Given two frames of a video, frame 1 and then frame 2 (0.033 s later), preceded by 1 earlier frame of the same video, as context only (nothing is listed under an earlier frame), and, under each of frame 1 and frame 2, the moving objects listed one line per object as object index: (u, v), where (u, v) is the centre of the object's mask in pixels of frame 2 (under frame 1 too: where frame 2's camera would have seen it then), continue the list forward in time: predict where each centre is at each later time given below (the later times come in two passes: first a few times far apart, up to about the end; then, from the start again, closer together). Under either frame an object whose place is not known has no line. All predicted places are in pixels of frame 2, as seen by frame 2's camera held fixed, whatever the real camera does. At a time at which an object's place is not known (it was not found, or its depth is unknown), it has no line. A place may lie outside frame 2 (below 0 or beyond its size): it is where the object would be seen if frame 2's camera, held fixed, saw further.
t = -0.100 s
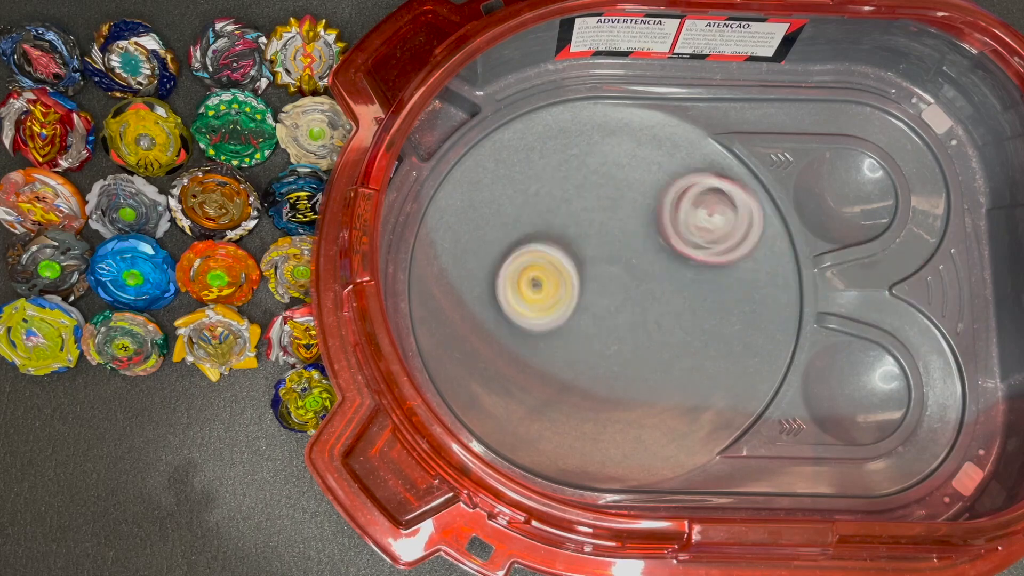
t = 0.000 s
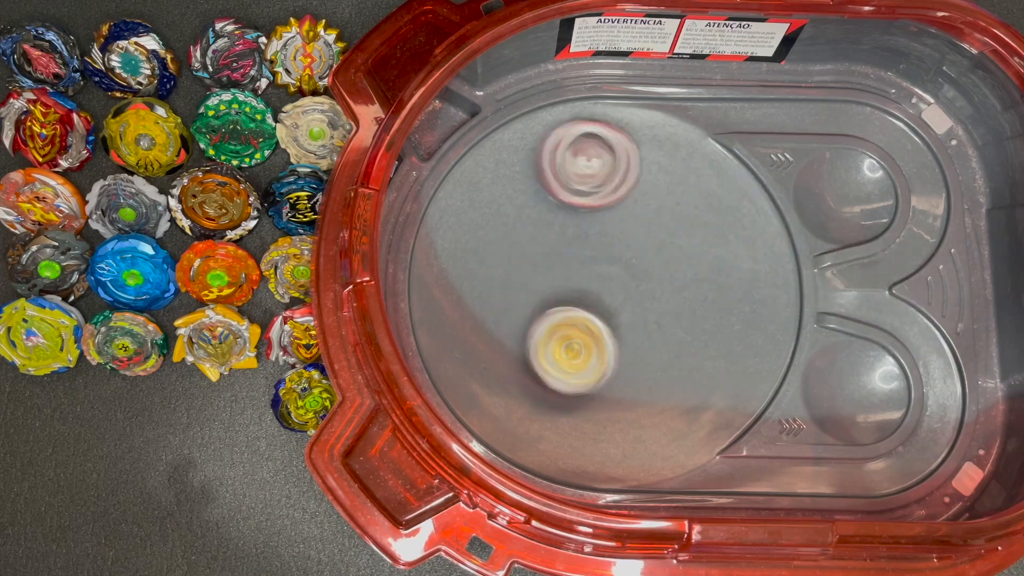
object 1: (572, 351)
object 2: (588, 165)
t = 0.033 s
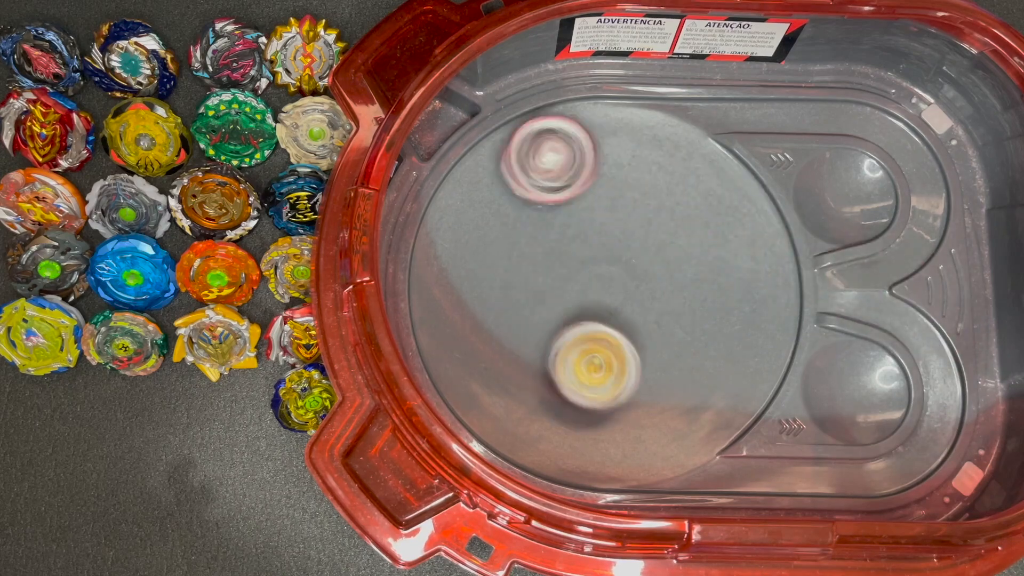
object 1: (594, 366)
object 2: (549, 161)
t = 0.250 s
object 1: (735, 315)
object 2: (441, 320)
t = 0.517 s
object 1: (630, 152)
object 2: (748, 405)
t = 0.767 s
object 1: (494, 289)
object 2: (685, 113)
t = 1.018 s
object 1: (674, 373)
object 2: (435, 225)
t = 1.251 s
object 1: (716, 196)
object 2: (599, 455)
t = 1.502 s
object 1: (534, 180)
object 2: (793, 238)
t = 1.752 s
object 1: (575, 365)
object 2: (533, 117)
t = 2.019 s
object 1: (745, 282)
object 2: (475, 385)
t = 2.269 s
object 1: (625, 158)
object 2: (766, 398)
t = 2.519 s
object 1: (529, 294)
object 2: (689, 115)
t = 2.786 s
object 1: (690, 332)
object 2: (442, 218)
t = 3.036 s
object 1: (677, 191)
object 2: (574, 434)
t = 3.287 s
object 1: (553, 234)
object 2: (803, 300)
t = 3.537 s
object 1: (622, 330)
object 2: (631, 103)
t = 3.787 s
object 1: (677, 253)
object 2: (439, 250)
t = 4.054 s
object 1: (600, 236)
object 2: (613, 439)
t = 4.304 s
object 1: (607, 276)
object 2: (801, 282)
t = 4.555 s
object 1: (623, 266)
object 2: (628, 103)
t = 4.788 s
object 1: (624, 256)
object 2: (449, 222)
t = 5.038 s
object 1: (623, 250)
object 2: (562, 424)
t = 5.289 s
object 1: (621, 249)
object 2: (781, 337)
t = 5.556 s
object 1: (626, 252)
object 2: (684, 118)
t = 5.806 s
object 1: (627, 250)
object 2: (477, 189)
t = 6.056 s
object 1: (624, 248)
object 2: (531, 396)
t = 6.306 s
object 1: (621, 250)
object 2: (753, 371)
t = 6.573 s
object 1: (619, 256)
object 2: (737, 150)
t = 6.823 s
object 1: (619, 260)
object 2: (527, 138)
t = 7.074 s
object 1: (621, 264)
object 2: (487, 342)
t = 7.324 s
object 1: (624, 265)
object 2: (695, 410)
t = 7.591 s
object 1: (622, 263)
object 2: (780, 211)
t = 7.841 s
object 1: (622, 264)
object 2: (601, 112)
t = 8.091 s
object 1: (622, 264)
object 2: (467, 259)
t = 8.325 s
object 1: (622, 264)
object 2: (582, 414)
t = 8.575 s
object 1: (623, 264)
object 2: (768, 336)
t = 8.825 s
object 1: (622, 264)
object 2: (726, 147)
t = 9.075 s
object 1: (622, 264)
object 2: (536, 137)
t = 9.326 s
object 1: (623, 264)
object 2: (484, 318)
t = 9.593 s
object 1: (622, 264)
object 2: (672, 411)
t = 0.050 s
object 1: (606, 372)
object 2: (533, 161)
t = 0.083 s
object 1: (632, 378)
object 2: (500, 170)
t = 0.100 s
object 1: (645, 377)
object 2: (487, 177)
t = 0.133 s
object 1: (671, 372)
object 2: (461, 199)
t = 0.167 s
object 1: (695, 362)
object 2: (444, 225)
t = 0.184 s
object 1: (705, 354)
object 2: (438, 243)
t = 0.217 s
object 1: (723, 337)
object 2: (434, 279)
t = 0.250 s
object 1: (735, 315)
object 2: (441, 320)
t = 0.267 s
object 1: (740, 302)
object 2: (447, 338)
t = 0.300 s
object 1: (745, 276)
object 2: (472, 375)
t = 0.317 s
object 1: (744, 262)
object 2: (487, 390)
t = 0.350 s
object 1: (740, 235)
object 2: (524, 417)
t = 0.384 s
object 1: (728, 210)
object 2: (569, 437)
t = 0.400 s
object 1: (721, 199)
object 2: (591, 441)
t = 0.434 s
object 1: (700, 178)
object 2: (640, 444)
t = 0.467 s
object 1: (674, 163)
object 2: (685, 435)
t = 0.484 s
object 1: (660, 157)
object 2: (708, 426)
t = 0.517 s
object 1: (630, 152)
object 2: (748, 405)
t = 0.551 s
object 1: (600, 153)
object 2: (783, 374)
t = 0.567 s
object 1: (585, 156)
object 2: (793, 353)
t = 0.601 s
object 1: (556, 168)
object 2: (798, 307)
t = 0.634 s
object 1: (531, 185)
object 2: (800, 260)
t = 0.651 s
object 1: (520, 195)
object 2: (793, 237)
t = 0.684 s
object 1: (503, 219)
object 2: (773, 192)
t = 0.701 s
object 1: (498, 232)
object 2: (760, 175)
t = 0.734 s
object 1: (491, 260)
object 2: (723, 143)
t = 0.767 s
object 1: (494, 289)
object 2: (685, 113)
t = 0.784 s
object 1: (498, 303)
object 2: (667, 102)
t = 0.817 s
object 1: (511, 329)
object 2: (628, 96)
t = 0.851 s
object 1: (531, 353)
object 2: (584, 101)
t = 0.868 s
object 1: (544, 363)
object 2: (562, 104)
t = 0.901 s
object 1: (570, 378)
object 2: (525, 118)
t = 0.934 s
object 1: (600, 387)
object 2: (491, 139)
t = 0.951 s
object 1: (615, 389)
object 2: (477, 154)
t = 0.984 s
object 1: (645, 384)
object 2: (451, 187)
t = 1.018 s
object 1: (674, 373)
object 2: (435, 225)
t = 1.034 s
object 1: (687, 364)
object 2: (432, 245)
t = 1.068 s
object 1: (709, 343)
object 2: (430, 288)
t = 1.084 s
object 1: (718, 330)
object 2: (433, 309)
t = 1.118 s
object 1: (731, 304)
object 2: (449, 351)
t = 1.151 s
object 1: (736, 275)
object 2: (475, 389)
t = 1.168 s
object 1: (737, 262)
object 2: (493, 406)
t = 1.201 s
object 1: (733, 233)
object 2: (530, 433)
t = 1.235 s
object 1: (724, 208)
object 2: (574, 450)
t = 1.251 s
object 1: (716, 196)
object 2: (599, 455)
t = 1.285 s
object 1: (699, 175)
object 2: (646, 458)
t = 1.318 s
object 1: (676, 158)
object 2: (693, 449)
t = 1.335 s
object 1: (664, 151)
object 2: (717, 443)
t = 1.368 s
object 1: (636, 143)
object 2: (752, 415)
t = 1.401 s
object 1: (607, 143)
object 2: (775, 373)
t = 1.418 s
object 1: (592, 144)
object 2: (786, 352)
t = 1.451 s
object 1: (565, 153)
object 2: (802, 308)
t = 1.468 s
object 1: (553, 162)
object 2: (800, 284)
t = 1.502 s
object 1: (534, 180)
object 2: (793, 238)
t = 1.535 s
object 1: (517, 204)
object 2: (773, 198)
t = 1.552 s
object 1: (511, 217)
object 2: (760, 179)
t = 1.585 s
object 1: (504, 245)
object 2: (731, 144)
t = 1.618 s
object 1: (505, 274)
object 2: (693, 116)
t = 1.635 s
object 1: (508, 289)
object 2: (674, 106)
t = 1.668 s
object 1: (521, 317)
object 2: (636, 96)
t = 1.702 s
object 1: (540, 340)
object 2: (594, 101)
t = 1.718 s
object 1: (550, 348)
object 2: (571, 105)
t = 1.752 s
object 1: (575, 365)
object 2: (533, 117)
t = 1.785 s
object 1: (604, 375)
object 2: (498, 136)
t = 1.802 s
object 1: (619, 376)
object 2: (481, 150)
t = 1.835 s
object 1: (647, 374)
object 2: (455, 180)
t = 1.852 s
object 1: (661, 371)
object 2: (446, 196)
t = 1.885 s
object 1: (686, 362)
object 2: (432, 233)
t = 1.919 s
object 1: (709, 347)
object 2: (428, 272)
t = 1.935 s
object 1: (719, 338)
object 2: (430, 290)
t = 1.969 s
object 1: (734, 317)
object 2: (440, 330)
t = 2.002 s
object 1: (743, 294)
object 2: (461, 368)
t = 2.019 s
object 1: (745, 282)
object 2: (475, 385)
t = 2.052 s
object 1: (746, 255)
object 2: (506, 413)
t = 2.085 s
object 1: (739, 231)
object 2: (541, 435)
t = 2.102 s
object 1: (734, 220)
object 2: (562, 443)
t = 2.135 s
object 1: (720, 198)
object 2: (603, 453)
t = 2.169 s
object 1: (699, 180)
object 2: (648, 452)
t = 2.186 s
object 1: (688, 173)
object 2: (669, 450)
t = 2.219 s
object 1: (665, 163)
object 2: (712, 434)
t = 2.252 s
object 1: (639, 158)
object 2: (750, 413)
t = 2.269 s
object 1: (625, 158)
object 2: (766, 398)
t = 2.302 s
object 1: (600, 163)
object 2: (785, 360)
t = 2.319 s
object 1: (588, 168)
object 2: (790, 337)
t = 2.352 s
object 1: (565, 181)
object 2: (799, 293)
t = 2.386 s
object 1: (548, 200)
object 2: (798, 251)
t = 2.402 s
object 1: (541, 210)
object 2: (788, 230)
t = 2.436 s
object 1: (530, 232)
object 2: (767, 190)
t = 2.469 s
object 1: (526, 257)
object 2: (741, 154)
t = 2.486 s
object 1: (525, 269)
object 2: (723, 142)
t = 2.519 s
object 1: (529, 294)
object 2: (689, 115)
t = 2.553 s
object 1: (541, 318)
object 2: (652, 100)
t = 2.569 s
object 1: (548, 328)
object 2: (634, 95)
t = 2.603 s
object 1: (567, 344)
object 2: (596, 100)
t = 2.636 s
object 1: (589, 355)
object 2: (559, 110)
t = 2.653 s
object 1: (601, 359)
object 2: (541, 116)
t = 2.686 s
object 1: (625, 360)
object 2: (509, 133)
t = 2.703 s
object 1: (637, 359)
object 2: (494, 144)
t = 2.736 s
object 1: (661, 351)
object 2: (469, 169)
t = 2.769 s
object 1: (681, 339)
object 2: (448, 201)
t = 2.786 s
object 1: (690, 332)
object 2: (442, 218)
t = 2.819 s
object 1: (703, 314)
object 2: (433, 254)
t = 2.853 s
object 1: (712, 295)
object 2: (435, 290)
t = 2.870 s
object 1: (715, 284)
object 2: (438, 308)
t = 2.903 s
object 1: (717, 261)
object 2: (452, 342)
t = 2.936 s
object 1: (714, 240)
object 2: (473, 372)
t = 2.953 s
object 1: (710, 231)
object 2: (486, 386)
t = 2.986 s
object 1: (700, 214)
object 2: (517, 410)
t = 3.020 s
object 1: (685, 198)
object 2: (553, 429)
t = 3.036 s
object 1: (677, 191)
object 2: (574, 434)
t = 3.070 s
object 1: (658, 183)
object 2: (613, 439)
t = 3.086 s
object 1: (648, 180)
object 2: (634, 437)
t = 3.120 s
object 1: (627, 178)
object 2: (674, 429)
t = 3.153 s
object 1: (607, 181)
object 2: (711, 415)
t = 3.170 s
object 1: (598, 184)
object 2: (729, 404)
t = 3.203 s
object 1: (581, 193)
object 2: (759, 380)
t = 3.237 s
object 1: (567, 207)
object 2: (781, 351)
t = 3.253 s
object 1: (560, 215)
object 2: (791, 334)
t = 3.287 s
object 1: (553, 234)
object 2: (803, 300)
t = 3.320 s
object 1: (549, 251)
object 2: (798, 262)
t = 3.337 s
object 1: (550, 263)
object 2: (796, 243)
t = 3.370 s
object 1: (556, 280)
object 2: (781, 208)
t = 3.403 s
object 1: (565, 298)
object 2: (759, 175)
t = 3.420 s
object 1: (572, 304)
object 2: (747, 160)
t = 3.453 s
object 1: (583, 318)
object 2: (717, 136)
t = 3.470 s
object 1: (592, 322)
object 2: (702, 127)
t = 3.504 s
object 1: (606, 329)
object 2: (667, 111)
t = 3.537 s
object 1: (622, 330)
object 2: (631, 103)
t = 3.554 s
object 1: (631, 329)
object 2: (613, 102)
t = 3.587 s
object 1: (647, 326)
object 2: (575, 106)
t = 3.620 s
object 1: (662, 319)
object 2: (541, 114)
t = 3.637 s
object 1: (667, 313)
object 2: (526, 122)
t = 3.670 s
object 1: (677, 302)
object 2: (495, 143)
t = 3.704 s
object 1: (680, 288)
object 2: (472, 168)
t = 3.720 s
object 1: (682, 281)
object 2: (462, 184)
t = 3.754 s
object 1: (681, 267)
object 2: (447, 215)
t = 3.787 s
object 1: (677, 253)
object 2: (439, 250)
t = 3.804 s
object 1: (673, 247)
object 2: (439, 267)
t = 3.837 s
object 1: (666, 235)
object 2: (442, 300)
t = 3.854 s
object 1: (660, 231)
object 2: (448, 318)
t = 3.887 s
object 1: (648, 222)
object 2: (462, 349)
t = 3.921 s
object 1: (635, 219)
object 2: (483, 376)
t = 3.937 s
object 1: (630, 219)
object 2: (496, 389)
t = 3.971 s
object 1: (619, 221)
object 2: (524, 411)
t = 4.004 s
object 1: (611, 227)
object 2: (558, 426)
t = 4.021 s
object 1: (606, 230)
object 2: (576, 432)
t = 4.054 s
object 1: (600, 236)
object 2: (613, 439)
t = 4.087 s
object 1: (595, 244)
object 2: (651, 436)
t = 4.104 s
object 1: (595, 249)
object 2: (669, 434)
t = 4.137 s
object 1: (594, 259)
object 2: (705, 423)
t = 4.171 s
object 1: (596, 265)
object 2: (736, 404)
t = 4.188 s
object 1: (597, 267)
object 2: (751, 393)
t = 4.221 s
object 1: (601, 270)
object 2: (775, 366)
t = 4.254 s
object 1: (602, 273)
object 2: (792, 335)
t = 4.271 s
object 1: (604, 274)
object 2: (800, 318)
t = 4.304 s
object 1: (607, 276)
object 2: (801, 282)
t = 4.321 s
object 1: (610, 275)
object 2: (798, 262)
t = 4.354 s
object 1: (613, 277)
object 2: (790, 227)
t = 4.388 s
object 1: (615, 276)
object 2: (775, 194)
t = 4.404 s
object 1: (616, 275)
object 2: (764, 179)
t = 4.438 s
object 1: (618, 272)
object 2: (739, 153)
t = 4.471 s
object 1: (622, 271)
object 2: (711, 130)
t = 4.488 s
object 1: (621, 269)
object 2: (695, 122)
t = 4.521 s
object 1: (623, 268)
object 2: (663, 109)
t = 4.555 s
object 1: (623, 266)
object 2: (628, 103)
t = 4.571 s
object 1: (625, 265)
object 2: (611, 103)
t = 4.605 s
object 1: (625, 265)
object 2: (577, 107)
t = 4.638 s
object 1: (625, 264)
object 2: (546, 116)
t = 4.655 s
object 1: (625, 263)
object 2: (531, 123)
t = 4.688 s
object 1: (623, 260)
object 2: (503, 142)
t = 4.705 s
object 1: (624, 260)
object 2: (492, 151)
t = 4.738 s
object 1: (623, 261)
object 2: (472, 176)
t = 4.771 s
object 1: (624, 258)
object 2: (456, 205)
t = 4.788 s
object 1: (624, 256)
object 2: (449, 222)
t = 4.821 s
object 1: (623, 253)
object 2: (444, 253)
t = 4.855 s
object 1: (624, 253)
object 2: (445, 286)
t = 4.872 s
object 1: (623, 253)
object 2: (447, 302)
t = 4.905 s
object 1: (625, 251)
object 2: (459, 333)
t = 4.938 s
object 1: (625, 252)
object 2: (476, 362)
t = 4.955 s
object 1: (624, 251)
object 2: (486, 375)
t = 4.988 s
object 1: (624, 251)
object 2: (513, 398)
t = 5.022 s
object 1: (623, 251)
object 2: (545, 416)
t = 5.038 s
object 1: (623, 250)
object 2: (562, 424)
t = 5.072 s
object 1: (622, 251)
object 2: (596, 433)
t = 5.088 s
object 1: (621, 251)
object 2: (614, 433)
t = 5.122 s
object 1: (622, 249)
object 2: (649, 431)
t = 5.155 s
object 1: (621, 249)
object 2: (683, 424)
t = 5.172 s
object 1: (620, 250)
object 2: (699, 417)
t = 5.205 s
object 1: (621, 249)
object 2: (729, 400)
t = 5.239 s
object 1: (621, 249)
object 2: (754, 377)
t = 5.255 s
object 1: (620, 249)
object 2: (764, 366)
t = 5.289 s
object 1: (621, 249)
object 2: (781, 337)
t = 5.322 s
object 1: (620, 250)
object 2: (793, 305)
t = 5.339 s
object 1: (619, 249)
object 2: (797, 290)
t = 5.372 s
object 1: (621, 249)
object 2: (800, 256)
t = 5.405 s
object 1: (621, 250)
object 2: (786, 224)
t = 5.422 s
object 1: (621, 249)
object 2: (779, 206)
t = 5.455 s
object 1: (622, 249)
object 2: (763, 177)
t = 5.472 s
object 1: (623, 249)
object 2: (751, 164)
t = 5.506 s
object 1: (624, 250)
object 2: (725, 143)
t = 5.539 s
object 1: (626, 251)
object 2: (698, 125)
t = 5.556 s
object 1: (626, 252)
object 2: (684, 118)
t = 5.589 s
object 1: (625, 252)
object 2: (651, 110)
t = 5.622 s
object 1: (627, 251)
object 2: (618, 107)
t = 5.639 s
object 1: (627, 251)
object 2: (602, 107)
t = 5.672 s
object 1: (627, 251)
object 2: (571, 114)
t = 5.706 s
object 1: (627, 250)
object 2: (543, 125)
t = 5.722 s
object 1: (628, 250)
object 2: (529, 134)
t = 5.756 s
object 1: (628, 251)
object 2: (505, 152)
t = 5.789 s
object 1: (626, 250)
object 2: (485, 175)
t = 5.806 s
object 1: (627, 250)
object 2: (477, 189)
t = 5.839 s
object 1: (626, 250)
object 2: (465, 218)
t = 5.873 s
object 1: (625, 249)
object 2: (459, 250)
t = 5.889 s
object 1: (625, 248)
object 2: (457, 264)
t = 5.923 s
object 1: (626, 248)
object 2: (461, 295)
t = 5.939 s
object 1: (626, 247)
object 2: (464, 310)
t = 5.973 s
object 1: (625, 249)
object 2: (476, 339)
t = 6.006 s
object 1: (624, 247)
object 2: (494, 364)
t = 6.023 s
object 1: (624, 248)
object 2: (506, 376)
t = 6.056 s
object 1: (624, 248)
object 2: (531, 396)
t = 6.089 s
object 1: (622, 248)
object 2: (561, 413)
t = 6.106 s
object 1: (622, 247)
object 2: (576, 418)
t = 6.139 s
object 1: (623, 248)
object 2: (608, 425)
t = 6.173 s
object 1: (622, 248)
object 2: (641, 426)
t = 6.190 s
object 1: (621, 248)
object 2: (657, 425)
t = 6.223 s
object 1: (621, 251)
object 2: (689, 417)
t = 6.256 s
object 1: (621, 251)
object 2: (718, 403)
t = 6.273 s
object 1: (621, 249)
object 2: (731, 392)
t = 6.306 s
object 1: (621, 250)
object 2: (753, 371)
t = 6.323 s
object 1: (620, 251)
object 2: (763, 360)
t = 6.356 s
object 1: (619, 249)
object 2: (778, 334)
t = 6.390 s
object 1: (621, 250)
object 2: (789, 305)
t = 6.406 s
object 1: (621, 250)
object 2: (792, 289)
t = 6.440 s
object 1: (622, 252)
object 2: (794, 258)
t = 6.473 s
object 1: (621, 253)
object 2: (790, 227)
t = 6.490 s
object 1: (621, 253)
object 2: (784, 212)
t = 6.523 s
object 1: (620, 254)
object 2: (768, 186)
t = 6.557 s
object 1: (619, 255)
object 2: (747, 161)
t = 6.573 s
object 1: (619, 256)
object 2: (737, 150)
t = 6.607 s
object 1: (618, 256)
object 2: (713, 131)
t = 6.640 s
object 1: (618, 255)
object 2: (686, 117)
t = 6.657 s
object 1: (618, 255)
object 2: (670, 113)
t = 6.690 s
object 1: (620, 257)
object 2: (641, 108)
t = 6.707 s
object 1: (620, 258)
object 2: (627, 107)
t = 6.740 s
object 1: (620, 259)
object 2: (596, 110)
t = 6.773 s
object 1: (619, 260)
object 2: (567, 118)
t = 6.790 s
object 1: (619, 260)
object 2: (552, 123)
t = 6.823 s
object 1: (619, 260)
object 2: (527, 138)
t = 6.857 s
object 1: (619, 261)
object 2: (504, 158)
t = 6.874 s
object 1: (619, 262)
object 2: (496, 169)
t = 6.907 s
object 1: (618, 262)
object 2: (479, 195)
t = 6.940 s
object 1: (618, 262)
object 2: (468, 223)
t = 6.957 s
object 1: (618, 263)
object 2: (464, 238)
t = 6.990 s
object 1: (619, 263)
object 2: (463, 269)
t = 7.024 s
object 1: (619, 264)
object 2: (467, 299)
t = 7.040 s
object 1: (619, 264)
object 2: (473, 314)
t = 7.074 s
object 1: (621, 264)
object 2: (487, 342)
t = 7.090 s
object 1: (623, 264)
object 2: (494, 355)
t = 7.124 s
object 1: (623, 265)
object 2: (516, 378)
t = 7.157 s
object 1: (623, 266)
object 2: (541, 397)
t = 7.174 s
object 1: (623, 266)
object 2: (556, 405)
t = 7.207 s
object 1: (624, 266)
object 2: (586, 417)
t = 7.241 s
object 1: (624, 266)
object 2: (618, 422)
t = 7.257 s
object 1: (625, 266)
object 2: (633, 422)
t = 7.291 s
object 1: (624, 266)
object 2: (665, 419)
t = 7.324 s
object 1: (624, 265)
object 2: (695, 410)
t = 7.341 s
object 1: (623, 265)
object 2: (709, 402)
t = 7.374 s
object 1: (624, 265)
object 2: (734, 386)
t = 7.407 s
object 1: (624, 265)
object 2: (755, 364)
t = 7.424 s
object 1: (623, 264)
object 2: (764, 352)
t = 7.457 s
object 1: (623, 263)
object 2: (778, 326)
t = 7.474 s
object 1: (623, 264)
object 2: (783, 311)
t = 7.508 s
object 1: (622, 264)
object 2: (789, 282)
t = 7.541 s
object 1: (622, 263)
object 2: (789, 253)
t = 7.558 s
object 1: (623, 263)
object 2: (787, 239)
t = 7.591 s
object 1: (622, 263)
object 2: (780, 211)
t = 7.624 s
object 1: (622, 263)
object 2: (767, 185)
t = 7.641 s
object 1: (622, 263)
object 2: (758, 172)
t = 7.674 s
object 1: (623, 264)
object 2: (738, 151)
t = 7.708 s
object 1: (623, 264)
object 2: (713, 134)
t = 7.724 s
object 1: (622, 264)
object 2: (702, 127)
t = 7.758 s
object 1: (622, 264)
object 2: (675, 116)
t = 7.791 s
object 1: (622, 264)
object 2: (646, 111)
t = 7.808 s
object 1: (622, 264)
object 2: (631, 111)
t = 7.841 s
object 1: (622, 264)
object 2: (601, 112)
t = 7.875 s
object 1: (622, 264)
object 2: (573, 119)
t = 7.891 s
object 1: (622, 264)
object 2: (559, 123)
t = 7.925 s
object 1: (622, 264)
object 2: (534, 137)
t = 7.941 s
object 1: (622, 264)
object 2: (524, 146)
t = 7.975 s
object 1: (622, 264)
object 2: (504, 166)
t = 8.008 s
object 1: (622, 264)
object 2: (487, 189)
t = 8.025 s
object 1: (622, 264)
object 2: (480, 202)
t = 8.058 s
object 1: (622, 264)
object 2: (470, 229)
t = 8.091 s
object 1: (622, 264)
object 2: (467, 259)
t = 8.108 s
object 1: (622, 264)
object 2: (468, 273)
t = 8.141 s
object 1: (623, 264)
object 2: (473, 302)
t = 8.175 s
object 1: (623, 264)
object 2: (483, 329)
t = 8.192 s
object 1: (623, 264)
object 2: (490, 343)
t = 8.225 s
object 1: (623, 264)
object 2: (508, 366)
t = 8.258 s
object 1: (623, 264)
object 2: (530, 386)
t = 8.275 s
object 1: (623, 264)
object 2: (541, 394)
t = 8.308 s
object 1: (623, 264)
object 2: (568, 409)
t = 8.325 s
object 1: (622, 264)
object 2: (582, 414)
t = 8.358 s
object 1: (623, 264)
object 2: (611, 419)
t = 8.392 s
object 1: (623, 264)
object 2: (641, 421)
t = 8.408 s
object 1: (623, 264)
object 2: (656, 420)
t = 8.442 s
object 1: (623, 264)
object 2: (685, 413)
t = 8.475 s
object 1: (623, 264)
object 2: (713, 400)
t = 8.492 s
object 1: (622, 264)
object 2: (724, 392)
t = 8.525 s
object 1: (623, 264)
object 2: (745, 372)
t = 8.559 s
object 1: (623, 264)
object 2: (761, 349)
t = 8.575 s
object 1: (623, 264)
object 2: (768, 336)
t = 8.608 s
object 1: (623, 264)
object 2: (778, 310)
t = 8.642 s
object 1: (623, 264)
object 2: (783, 283)
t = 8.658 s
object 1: (623, 264)
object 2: (785, 271)
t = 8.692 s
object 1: (623, 264)
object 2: (783, 243)
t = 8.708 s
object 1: (622, 264)
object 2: (779, 228)
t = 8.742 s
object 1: (622, 264)
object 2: (770, 203)
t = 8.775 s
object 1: (622, 264)
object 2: (755, 178)
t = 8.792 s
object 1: (622, 264)
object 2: (746, 166)
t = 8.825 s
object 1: (622, 264)
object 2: (726, 147)
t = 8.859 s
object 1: (622, 264)
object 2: (704, 132)
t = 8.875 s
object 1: (622, 264)
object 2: (693, 125)
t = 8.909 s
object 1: (622, 264)
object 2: (667, 115)
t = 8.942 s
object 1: (622, 264)
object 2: (639, 110)
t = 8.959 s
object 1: (622, 264)
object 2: (625, 111)
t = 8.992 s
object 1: (622, 264)
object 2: (598, 112)
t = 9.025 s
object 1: (622, 264)
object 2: (572, 119)
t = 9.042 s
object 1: (622, 264)
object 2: (559, 124)
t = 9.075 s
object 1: (622, 264)
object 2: (536, 137)
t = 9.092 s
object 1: (622, 264)
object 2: (526, 144)
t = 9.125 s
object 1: (622, 264)
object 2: (506, 164)
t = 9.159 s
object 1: (622, 264)
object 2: (490, 186)
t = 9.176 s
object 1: (622, 264)
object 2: (485, 197)
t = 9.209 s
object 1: (622, 264)
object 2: (475, 223)
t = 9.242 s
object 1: (622, 264)
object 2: (471, 250)
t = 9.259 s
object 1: (622, 264)
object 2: (471, 265)
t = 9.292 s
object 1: (623, 264)
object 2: (475, 292)
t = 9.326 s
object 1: (623, 264)
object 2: (484, 318)
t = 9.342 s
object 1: (623, 264)
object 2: (489, 330)
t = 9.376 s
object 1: (622, 264)
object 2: (503, 354)
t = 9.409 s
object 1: (622, 264)
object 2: (524, 376)
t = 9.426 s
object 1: (623, 264)
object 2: (535, 384)
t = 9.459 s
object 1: (623, 264)
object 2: (560, 398)
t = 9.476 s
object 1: (623, 264)
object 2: (574, 404)
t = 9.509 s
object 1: (623, 264)
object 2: (601, 412)
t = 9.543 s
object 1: (622, 264)
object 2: (629, 415)
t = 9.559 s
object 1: (622, 264)
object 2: (643, 416)
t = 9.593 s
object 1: (622, 264)
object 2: (672, 411)
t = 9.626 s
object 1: (622, 264)
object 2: (699, 401)
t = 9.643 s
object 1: (623, 264)
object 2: (710, 395)
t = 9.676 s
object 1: (623, 264)
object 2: (731, 380)
